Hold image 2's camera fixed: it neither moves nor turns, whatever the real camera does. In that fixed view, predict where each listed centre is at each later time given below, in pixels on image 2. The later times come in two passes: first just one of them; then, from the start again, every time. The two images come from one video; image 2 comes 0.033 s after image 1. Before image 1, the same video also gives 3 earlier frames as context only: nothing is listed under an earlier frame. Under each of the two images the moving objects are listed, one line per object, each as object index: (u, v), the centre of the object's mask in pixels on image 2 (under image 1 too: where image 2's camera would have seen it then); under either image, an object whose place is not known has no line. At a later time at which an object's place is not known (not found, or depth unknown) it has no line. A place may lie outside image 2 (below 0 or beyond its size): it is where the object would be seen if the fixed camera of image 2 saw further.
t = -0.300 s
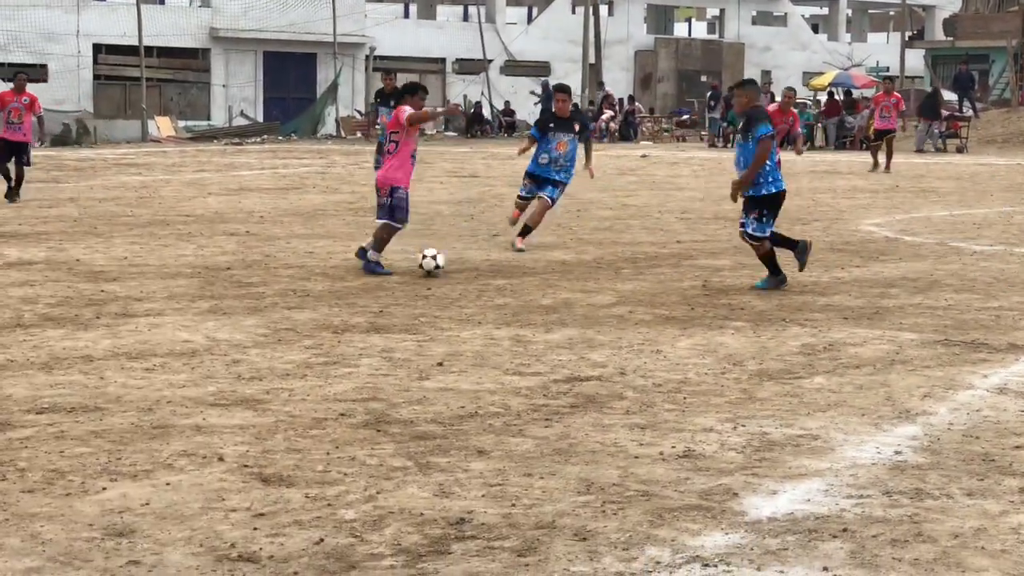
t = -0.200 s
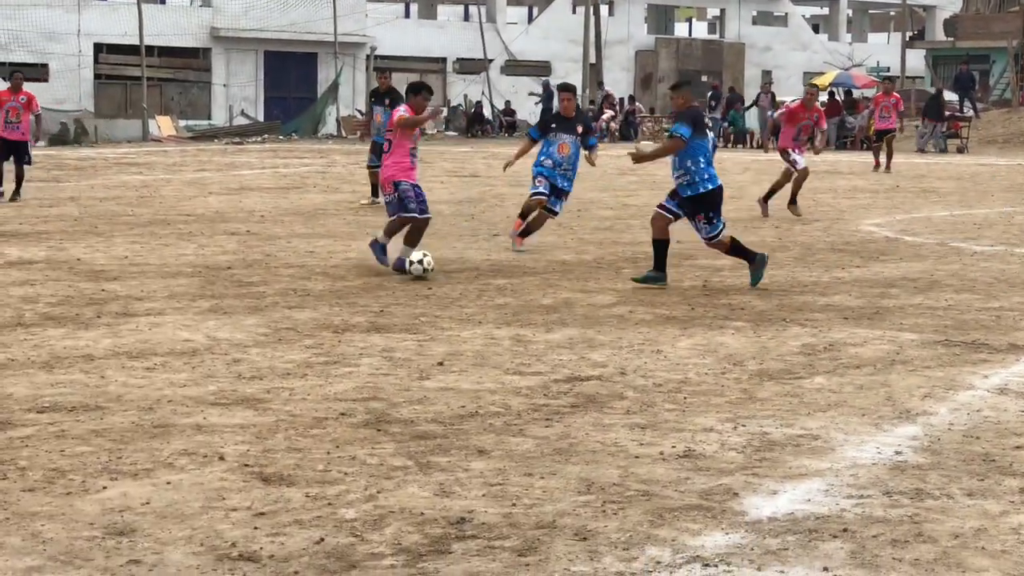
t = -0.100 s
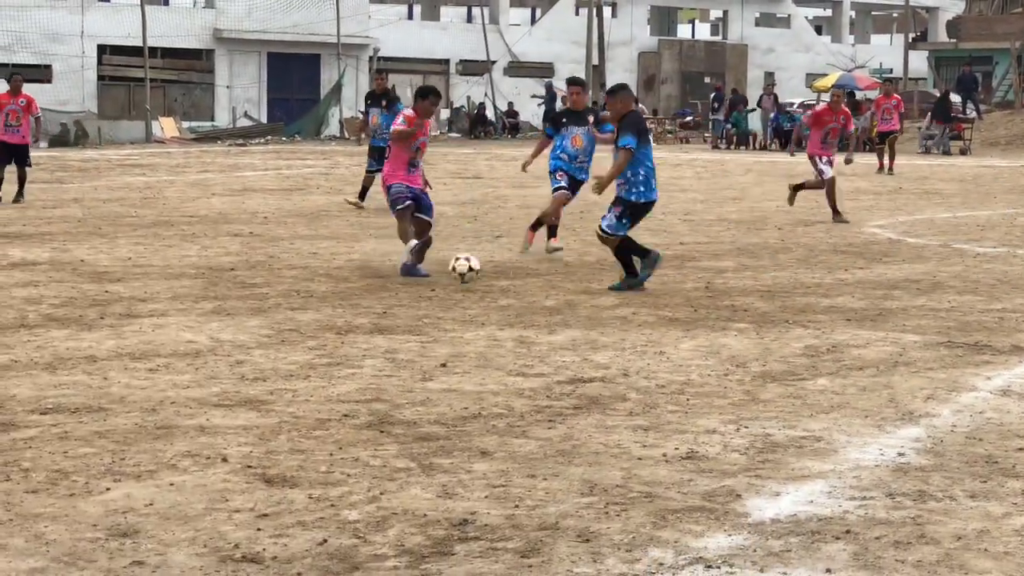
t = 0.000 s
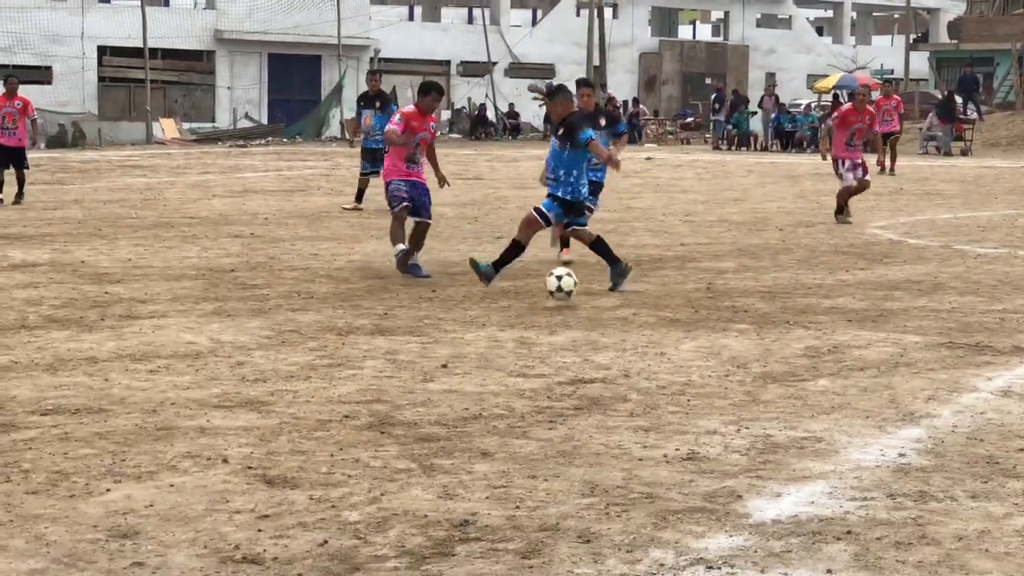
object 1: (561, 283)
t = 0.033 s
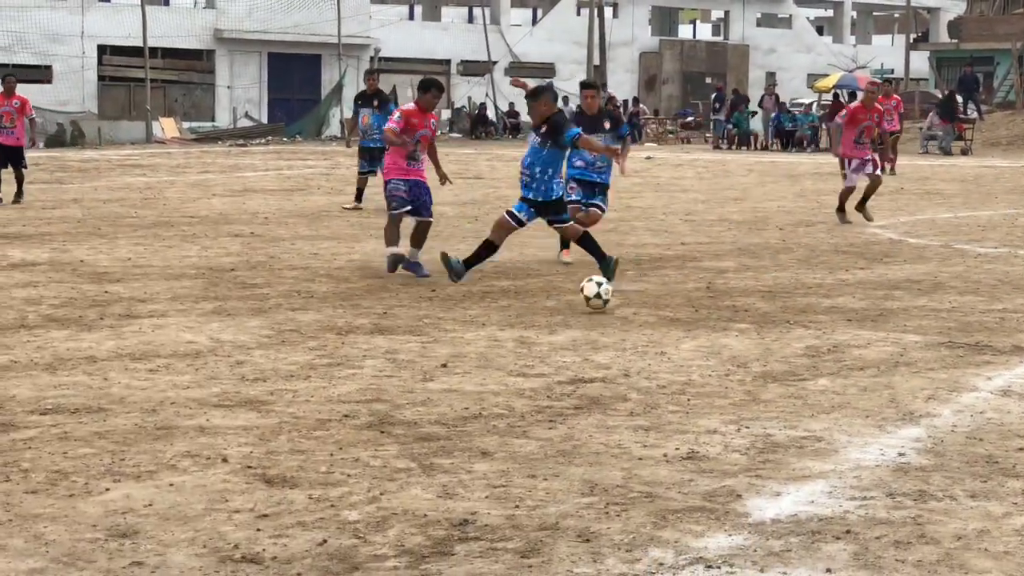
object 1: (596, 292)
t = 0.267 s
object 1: (830, 300)
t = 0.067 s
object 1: (632, 303)
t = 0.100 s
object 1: (662, 298)
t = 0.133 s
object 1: (692, 294)
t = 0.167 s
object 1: (724, 292)
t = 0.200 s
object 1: (757, 292)
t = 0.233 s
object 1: (792, 294)
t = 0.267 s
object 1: (830, 300)
